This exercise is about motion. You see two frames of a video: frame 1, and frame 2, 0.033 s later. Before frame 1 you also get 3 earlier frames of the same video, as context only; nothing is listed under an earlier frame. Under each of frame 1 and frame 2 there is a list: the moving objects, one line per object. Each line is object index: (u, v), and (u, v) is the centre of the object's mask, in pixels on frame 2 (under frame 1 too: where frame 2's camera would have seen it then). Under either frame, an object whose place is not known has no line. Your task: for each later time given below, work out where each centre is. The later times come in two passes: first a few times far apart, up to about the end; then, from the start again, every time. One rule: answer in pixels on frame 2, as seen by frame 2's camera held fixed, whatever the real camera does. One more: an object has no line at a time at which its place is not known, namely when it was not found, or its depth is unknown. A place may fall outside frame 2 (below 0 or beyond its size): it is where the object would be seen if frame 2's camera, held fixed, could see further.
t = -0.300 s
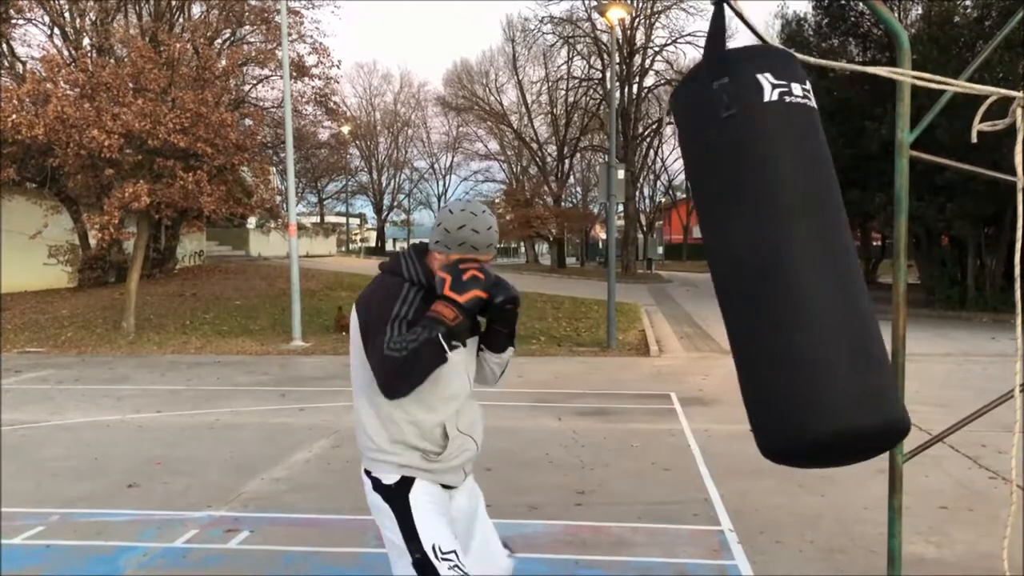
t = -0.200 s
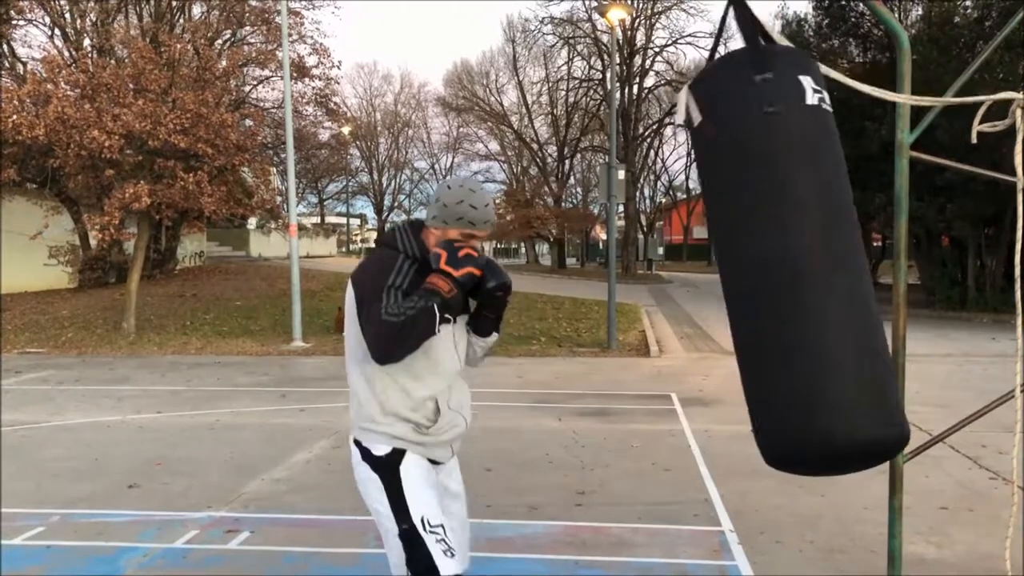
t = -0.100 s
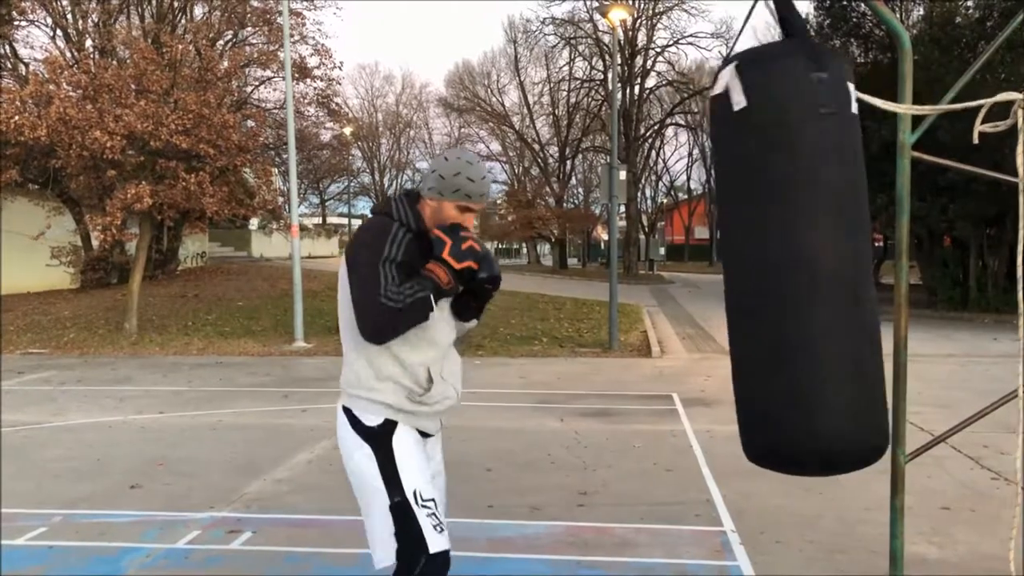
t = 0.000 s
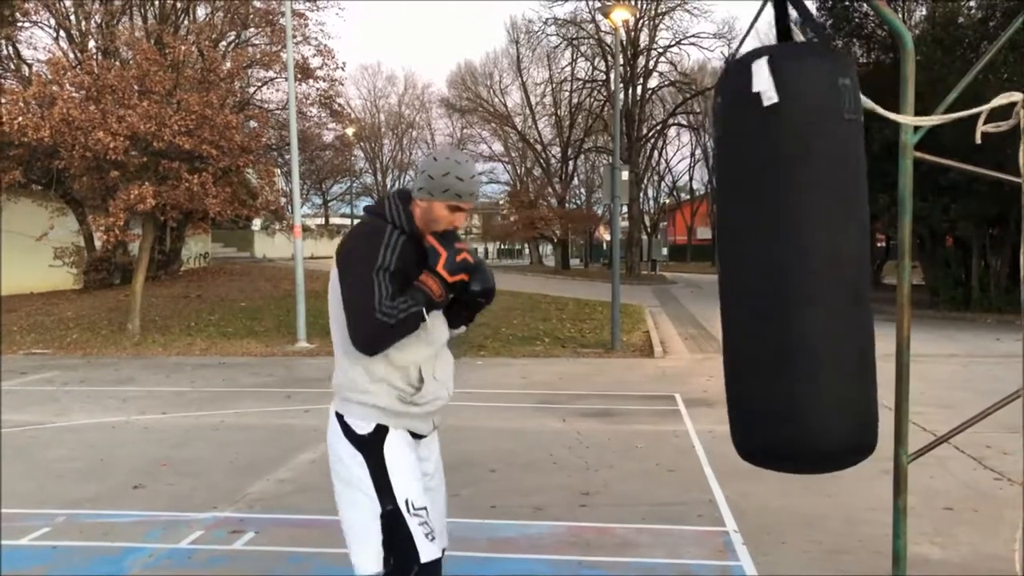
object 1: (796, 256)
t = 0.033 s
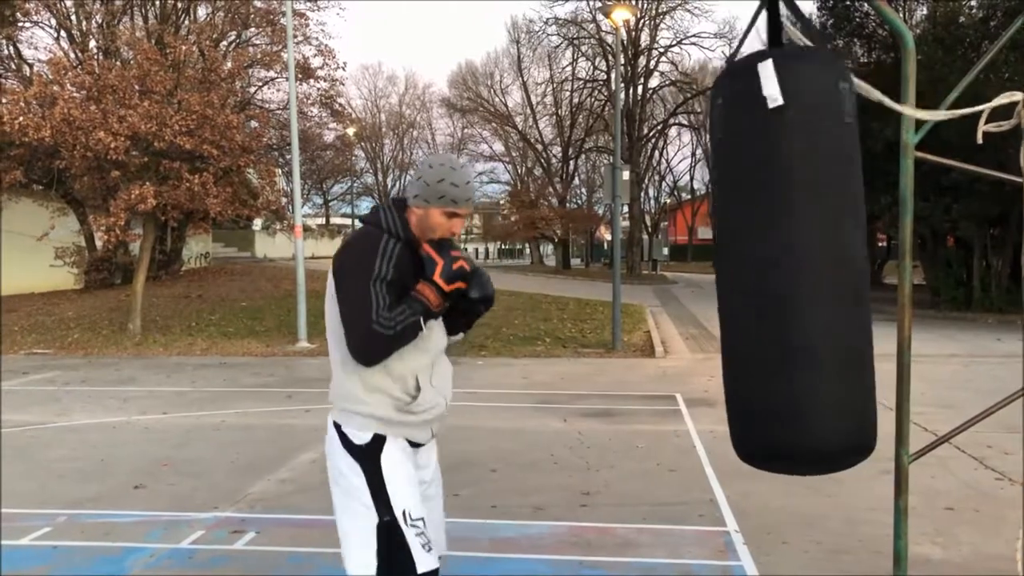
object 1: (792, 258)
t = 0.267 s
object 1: (749, 261)
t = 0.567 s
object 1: (698, 246)
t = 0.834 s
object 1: (678, 239)
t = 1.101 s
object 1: (685, 243)
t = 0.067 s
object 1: (786, 259)
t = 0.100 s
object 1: (780, 261)
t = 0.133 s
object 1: (775, 262)
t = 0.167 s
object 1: (768, 262)
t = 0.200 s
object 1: (762, 262)
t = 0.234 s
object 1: (755, 262)
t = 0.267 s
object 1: (749, 261)
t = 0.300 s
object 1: (744, 261)
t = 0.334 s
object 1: (739, 258)
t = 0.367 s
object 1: (734, 255)
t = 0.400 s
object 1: (728, 251)
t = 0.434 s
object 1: (722, 250)
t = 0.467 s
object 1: (717, 246)
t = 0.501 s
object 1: (711, 246)
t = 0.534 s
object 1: (704, 247)
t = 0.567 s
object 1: (698, 246)
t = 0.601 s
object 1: (693, 244)
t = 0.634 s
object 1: (690, 244)
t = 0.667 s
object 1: (687, 243)
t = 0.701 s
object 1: (684, 242)
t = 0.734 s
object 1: (683, 240)
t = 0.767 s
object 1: (681, 240)
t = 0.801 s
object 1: (680, 239)
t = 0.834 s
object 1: (678, 239)
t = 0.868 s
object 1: (678, 239)
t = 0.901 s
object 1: (678, 239)
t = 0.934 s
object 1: (678, 239)
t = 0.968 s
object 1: (678, 239)
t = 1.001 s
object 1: (679, 240)
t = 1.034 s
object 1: (681, 241)
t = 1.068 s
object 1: (683, 242)
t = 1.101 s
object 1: (685, 243)
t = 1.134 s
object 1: (688, 244)
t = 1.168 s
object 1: (690, 245)
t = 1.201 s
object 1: (694, 246)
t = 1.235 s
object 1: (698, 248)
